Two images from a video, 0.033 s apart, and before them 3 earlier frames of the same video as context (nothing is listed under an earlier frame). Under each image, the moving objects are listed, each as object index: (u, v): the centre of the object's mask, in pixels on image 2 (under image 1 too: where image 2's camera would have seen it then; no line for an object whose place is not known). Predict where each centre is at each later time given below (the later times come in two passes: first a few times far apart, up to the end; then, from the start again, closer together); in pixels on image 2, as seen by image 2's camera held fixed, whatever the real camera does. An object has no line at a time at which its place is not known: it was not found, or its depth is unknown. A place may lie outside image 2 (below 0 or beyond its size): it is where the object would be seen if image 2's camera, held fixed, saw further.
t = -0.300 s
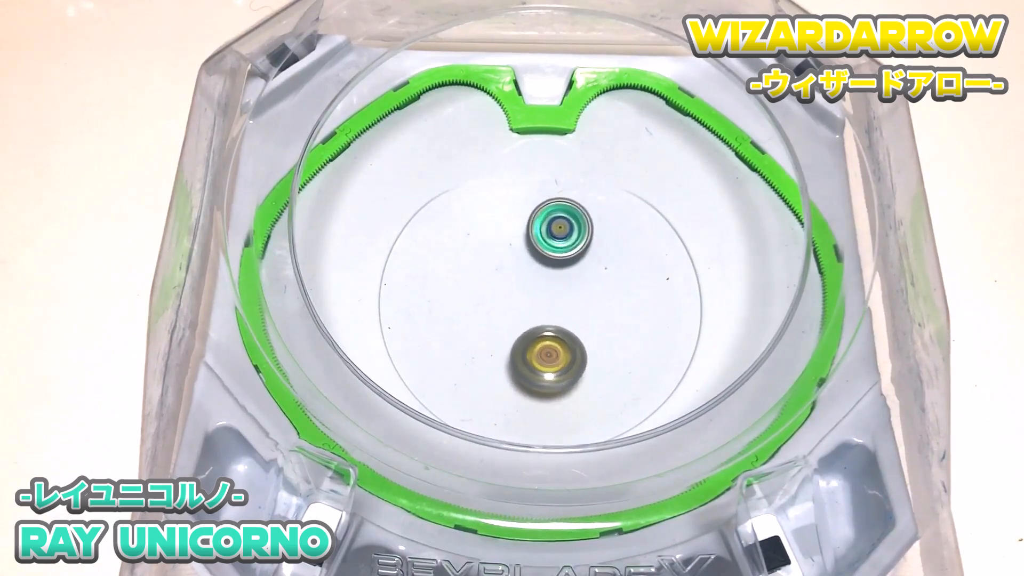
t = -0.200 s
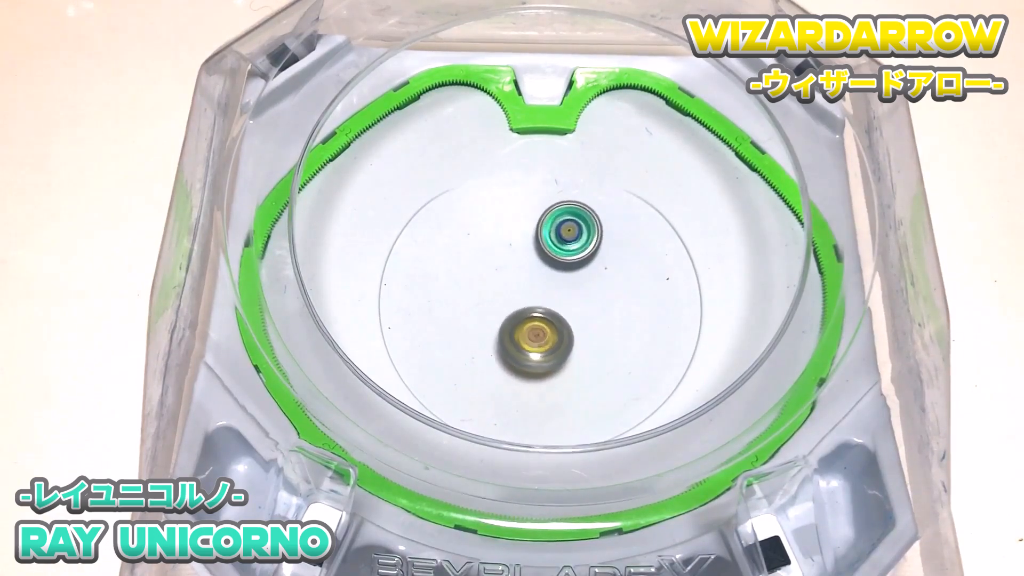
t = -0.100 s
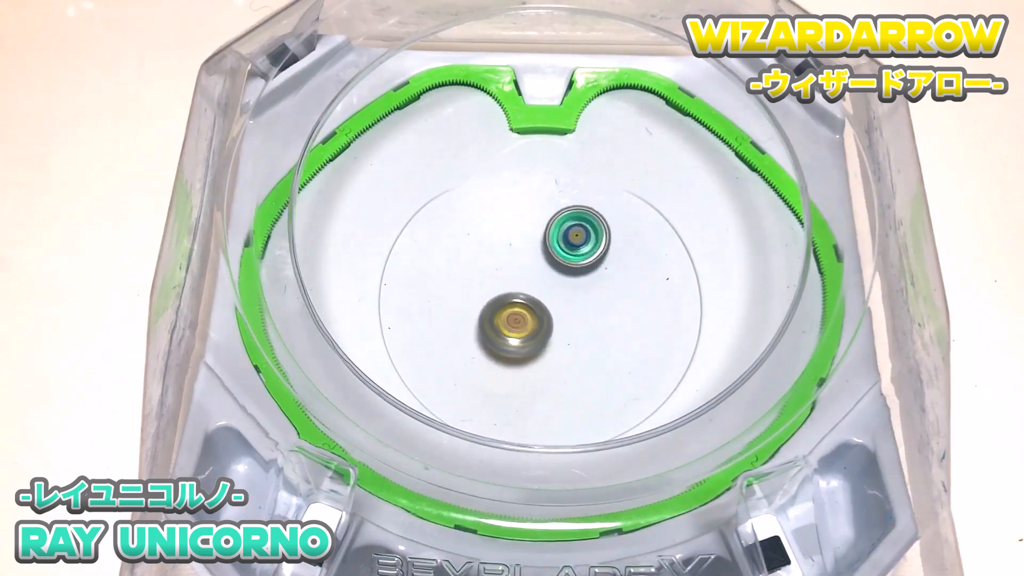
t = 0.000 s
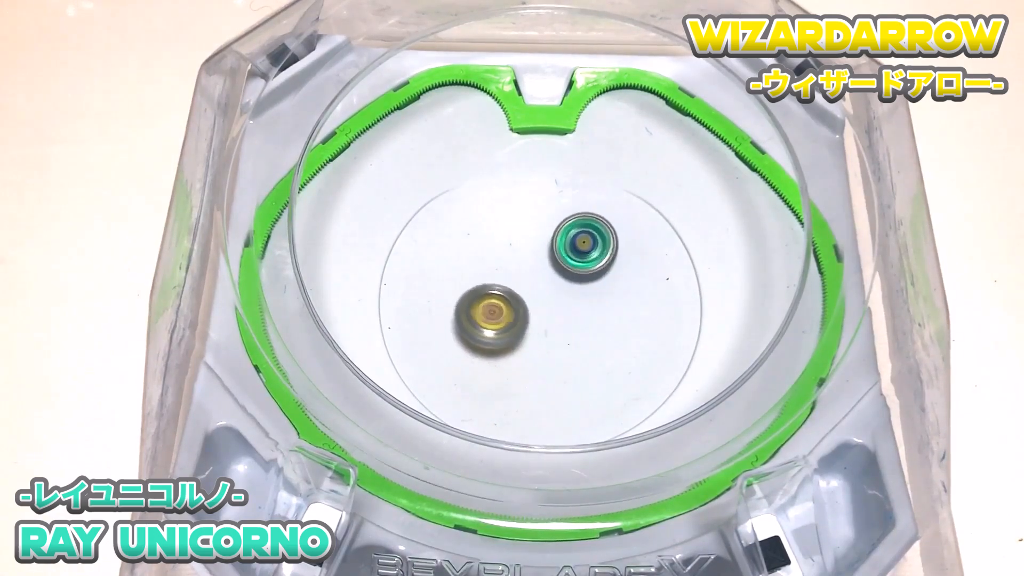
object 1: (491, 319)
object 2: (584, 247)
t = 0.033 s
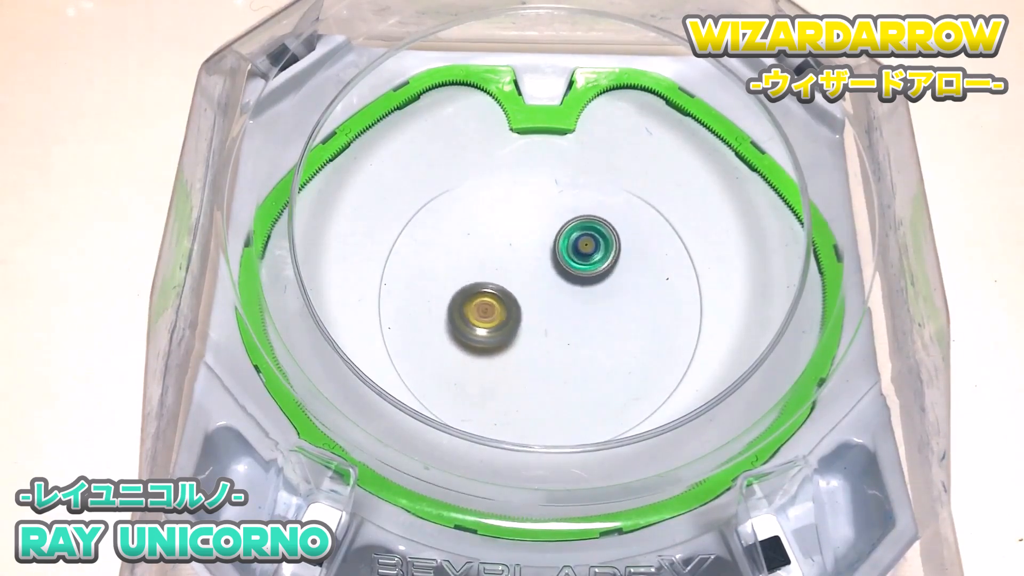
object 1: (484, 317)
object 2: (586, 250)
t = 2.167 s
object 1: (602, 272)
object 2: (479, 316)
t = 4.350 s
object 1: (495, 266)
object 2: (607, 312)
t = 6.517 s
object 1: (556, 336)
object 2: (508, 251)
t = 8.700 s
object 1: (573, 254)
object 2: (526, 352)
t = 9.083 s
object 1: (590, 287)
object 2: (491, 329)
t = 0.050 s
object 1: (480, 316)
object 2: (587, 251)
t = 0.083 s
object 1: (474, 316)
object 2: (589, 254)
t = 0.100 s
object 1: (471, 315)
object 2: (591, 255)
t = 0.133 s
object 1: (465, 315)
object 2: (593, 258)
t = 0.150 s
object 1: (463, 316)
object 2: (594, 260)
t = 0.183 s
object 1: (458, 316)
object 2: (597, 263)
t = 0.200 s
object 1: (456, 316)
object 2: (598, 265)
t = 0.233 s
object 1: (453, 317)
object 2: (600, 269)
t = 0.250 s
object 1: (452, 317)
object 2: (601, 271)
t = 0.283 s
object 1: (451, 317)
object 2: (603, 274)
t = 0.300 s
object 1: (451, 317)
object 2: (603, 276)
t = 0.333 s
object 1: (451, 318)
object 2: (605, 280)
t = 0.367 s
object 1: (452, 319)
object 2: (607, 284)
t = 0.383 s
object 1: (454, 319)
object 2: (608, 286)
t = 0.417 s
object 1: (457, 318)
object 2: (610, 290)
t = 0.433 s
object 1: (458, 318)
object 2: (611, 292)
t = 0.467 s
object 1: (463, 316)
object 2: (612, 295)
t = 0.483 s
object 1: (465, 314)
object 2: (612, 297)
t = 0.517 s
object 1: (470, 311)
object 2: (613, 301)
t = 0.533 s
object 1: (473, 310)
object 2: (613, 302)
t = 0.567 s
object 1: (478, 305)
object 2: (613, 306)
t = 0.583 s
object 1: (481, 302)
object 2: (613, 308)
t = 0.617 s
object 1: (486, 297)
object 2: (613, 311)
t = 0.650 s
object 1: (490, 291)
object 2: (613, 315)
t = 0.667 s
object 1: (492, 288)
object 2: (613, 316)
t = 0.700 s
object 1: (495, 281)
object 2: (612, 320)
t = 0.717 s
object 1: (497, 278)
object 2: (612, 322)
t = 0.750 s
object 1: (500, 271)
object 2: (611, 325)
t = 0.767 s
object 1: (501, 268)
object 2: (610, 327)
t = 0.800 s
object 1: (504, 261)
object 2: (609, 330)
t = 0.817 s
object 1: (506, 258)
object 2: (608, 331)
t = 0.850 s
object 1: (507, 254)
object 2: (606, 334)
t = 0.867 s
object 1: (508, 250)
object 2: (605, 335)
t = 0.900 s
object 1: (509, 245)
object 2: (603, 338)
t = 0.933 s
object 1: (509, 240)
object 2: (601, 340)
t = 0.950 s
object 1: (510, 238)
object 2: (600, 342)
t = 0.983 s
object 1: (510, 234)
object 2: (598, 344)
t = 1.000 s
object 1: (510, 233)
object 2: (596, 345)
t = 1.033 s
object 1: (511, 230)
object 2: (594, 348)
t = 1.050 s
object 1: (511, 229)
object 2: (592, 349)
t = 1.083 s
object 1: (511, 227)
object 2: (590, 351)
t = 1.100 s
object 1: (512, 226)
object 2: (588, 352)
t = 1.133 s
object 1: (513, 225)
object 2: (585, 353)
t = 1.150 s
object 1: (513, 225)
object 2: (583, 354)
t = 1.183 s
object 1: (514, 225)
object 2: (580, 355)
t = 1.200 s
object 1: (515, 224)
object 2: (578, 356)
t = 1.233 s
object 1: (517, 225)
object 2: (574, 357)
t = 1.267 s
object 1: (518, 226)
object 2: (571, 358)
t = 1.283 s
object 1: (519, 226)
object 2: (569, 359)
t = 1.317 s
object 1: (522, 227)
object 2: (565, 360)
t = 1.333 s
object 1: (524, 227)
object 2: (563, 360)
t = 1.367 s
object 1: (528, 228)
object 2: (559, 360)
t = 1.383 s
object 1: (530, 228)
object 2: (557, 360)
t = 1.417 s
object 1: (535, 228)
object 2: (553, 360)
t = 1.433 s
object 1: (537, 230)
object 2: (551, 361)
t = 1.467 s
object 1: (543, 229)
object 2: (547, 360)
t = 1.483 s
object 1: (545, 229)
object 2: (545, 360)
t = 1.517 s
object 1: (550, 230)
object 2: (541, 360)
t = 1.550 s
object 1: (553, 232)
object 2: (537, 359)
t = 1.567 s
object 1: (555, 232)
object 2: (535, 359)
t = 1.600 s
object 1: (558, 234)
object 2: (531, 358)
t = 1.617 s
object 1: (560, 234)
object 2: (529, 357)
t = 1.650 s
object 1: (564, 235)
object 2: (525, 356)
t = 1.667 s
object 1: (565, 237)
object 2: (523, 355)
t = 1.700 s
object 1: (569, 237)
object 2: (520, 354)
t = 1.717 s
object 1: (570, 238)
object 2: (518, 353)
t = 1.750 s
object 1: (574, 239)
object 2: (514, 351)
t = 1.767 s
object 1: (576, 240)
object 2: (512, 350)
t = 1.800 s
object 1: (579, 242)
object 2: (509, 348)
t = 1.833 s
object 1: (582, 244)
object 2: (505, 346)
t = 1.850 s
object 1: (583, 245)
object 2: (504, 345)
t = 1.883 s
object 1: (586, 248)
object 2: (500, 342)
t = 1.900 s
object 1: (587, 249)
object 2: (499, 341)
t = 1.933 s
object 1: (590, 252)
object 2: (496, 339)
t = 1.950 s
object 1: (591, 253)
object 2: (494, 337)
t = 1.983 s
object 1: (593, 256)
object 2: (491, 334)
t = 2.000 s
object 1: (595, 257)
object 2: (490, 332)
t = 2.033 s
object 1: (597, 260)
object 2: (487, 329)
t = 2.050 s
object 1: (598, 261)
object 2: (486, 328)
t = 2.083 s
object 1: (599, 265)
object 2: (484, 324)
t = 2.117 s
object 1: (601, 268)
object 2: (482, 321)
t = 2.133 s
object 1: (601, 269)
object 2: (481, 320)
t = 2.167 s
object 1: (602, 272)
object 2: (479, 316)
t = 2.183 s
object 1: (603, 274)
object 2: (478, 315)
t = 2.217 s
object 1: (605, 277)
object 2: (477, 311)
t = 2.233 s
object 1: (606, 279)
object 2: (476, 310)
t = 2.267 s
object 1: (607, 282)
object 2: (475, 306)
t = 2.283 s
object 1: (608, 283)
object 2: (474, 304)
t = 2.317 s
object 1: (608, 287)
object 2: (474, 301)
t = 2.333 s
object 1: (609, 288)
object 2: (473, 299)
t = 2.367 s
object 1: (610, 291)
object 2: (473, 296)
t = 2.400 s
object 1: (610, 295)
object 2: (473, 293)
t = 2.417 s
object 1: (610, 296)
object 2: (473, 291)
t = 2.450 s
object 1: (610, 299)
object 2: (473, 288)
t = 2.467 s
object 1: (610, 301)
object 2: (474, 286)
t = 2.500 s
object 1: (609, 304)
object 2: (474, 283)
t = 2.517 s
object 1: (609, 306)
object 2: (475, 282)
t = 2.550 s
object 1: (609, 308)
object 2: (476, 279)
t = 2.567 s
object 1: (608, 310)
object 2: (476, 277)
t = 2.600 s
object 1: (607, 312)
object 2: (478, 274)
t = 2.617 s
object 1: (606, 314)
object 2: (478, 272)
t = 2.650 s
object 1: (604, 317)
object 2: (480, 269)
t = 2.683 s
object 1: (602, 320)
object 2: (482, 267)
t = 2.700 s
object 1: (601, 321)
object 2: (483, 265)
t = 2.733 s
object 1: (599, 324)
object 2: (485, 262)
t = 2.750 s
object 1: (598, 324)
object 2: (486, 261)
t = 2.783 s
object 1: (595, 328)
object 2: (489, 259)
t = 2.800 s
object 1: (594, 328)
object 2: (490, 257)
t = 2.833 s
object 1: (590, 330)
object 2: (493, 255)
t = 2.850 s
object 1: (589, 331)
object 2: (494, 254)
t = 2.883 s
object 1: (585, 334)
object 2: (497, 252)
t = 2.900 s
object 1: (583, 334)
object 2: (498, 251)
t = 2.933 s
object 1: (580, 336)
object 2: (501, 249)
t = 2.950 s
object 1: (578, 337)
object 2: (503, 248)
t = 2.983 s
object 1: (574, 339)
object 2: (506, 247)
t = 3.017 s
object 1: (570, 341)
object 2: (510, 245)
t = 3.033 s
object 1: (568, 342)
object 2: (512, 244)
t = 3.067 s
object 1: (564, 343)
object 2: (516, 243)
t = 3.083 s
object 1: (561, 345)
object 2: (518, 242)
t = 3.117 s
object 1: (557, 346)
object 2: (522, 240)
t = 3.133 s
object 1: (555, 347)
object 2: (524, 240)
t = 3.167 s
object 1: (551, 348)
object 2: (528, 239)
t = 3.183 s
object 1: (549, 349)
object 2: (530, 238)
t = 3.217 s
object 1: (545, 350)
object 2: (534, 237)
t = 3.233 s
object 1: (543, 350)
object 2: (536, 236)
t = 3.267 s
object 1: (540, 351)
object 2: (540, 236)
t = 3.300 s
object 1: (536, 351)
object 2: (543, 235)
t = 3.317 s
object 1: (534, 352)
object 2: (545, 235)
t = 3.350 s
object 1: (531, 351)
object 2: (549, 235)
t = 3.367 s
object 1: (529, 351)
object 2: (551, 235)
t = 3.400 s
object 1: (527, 350)
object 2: (554, 235)
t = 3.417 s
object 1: (525, 349)
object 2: (556, 236)
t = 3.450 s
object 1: (523, 347)
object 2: (559, 237)
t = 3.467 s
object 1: (522, 347)
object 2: (561, 238)
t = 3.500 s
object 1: (519, 345)
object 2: (564, 239)
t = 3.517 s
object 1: (518, 344)
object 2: (565, 239)
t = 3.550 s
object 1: (515, 341)
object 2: (568, 241)
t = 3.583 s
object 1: (513, 339)
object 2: (571, 242)
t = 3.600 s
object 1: (513, 337)
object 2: (573, 243)
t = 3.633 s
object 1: (511, 336)
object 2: (575, 245)
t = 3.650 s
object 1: (510, 334)
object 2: (577, 246)
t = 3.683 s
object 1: (509, 332)
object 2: (580, 248)
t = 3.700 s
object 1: (509, 330)
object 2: (581, 249)
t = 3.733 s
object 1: (507, 326)
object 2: (584, 251)
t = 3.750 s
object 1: (507, 325)
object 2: (585, 252)
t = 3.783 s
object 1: (506, 321)
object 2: (587, 255)
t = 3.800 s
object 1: (505, 320)
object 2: (588, 256)
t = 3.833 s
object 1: (504, 316)
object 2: (591, 259)
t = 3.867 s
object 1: (503, 312)
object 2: (593, 262)
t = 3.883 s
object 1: (502, 310)
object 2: (594, 263)
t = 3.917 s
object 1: (500, 306)
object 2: (596, 266)
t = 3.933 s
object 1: (499, 303)
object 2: (597, 268)
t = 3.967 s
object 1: (496, 299)
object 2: (599, 271)
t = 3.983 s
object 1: (494, 297)
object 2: (599, 273)
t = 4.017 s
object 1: (492, 291)
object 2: (601, 277)
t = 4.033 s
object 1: (491, 289)
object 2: (601, 278)
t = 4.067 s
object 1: (490, 285)
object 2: (603, 282)
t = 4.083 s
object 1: (489, 283)
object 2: (603, 284)
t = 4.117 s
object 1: (488, 280)
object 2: (605, 287)
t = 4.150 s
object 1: (488, 278)
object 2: (606, 290)
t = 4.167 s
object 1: (488, 277)
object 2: (606, 292)
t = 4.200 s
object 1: (488, 275)
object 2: (607, 295)
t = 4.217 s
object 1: (489, 274)
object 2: (607, 297)
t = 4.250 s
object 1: (490, 273)
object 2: (607, 301)
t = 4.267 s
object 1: (491, 272)
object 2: (607, 302)
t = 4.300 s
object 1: (492, 270)
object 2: (607, 306)
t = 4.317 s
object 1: (493, 269)
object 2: (607, 308)
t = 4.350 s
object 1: (495, 266)
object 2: (607, 312)
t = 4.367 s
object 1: (496, 265)
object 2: (606, 313)
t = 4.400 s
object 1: (497, 262)
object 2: (605, 317)
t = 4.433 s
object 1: (499, 259)
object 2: (605, 320)
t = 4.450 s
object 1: (500, 257)
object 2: (604, 322)
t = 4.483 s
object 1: (502, 254)
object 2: (602, 325)
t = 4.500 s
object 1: (502, 253)
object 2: (602, 326)
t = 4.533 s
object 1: (504, 250)
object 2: (600, 330)
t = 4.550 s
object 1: (505, 248)
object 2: (599, 331)
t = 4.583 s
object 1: (506, 246)
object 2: (597, 334)
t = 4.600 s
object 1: (508, 244)
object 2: (596, 335)
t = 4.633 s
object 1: (509, 241)
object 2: (594, 338)
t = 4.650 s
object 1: (510, 240)
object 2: (593, 339)
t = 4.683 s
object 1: (512, 238)
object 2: (590, 342)
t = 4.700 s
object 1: (513, 237)
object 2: (589, 343)
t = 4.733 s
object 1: (515, 236)
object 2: (586, 345)
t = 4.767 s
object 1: (517, 234)
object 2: (583, 347)
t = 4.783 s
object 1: (518, 233)
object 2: (581, 348)
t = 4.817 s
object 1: (520, 232)
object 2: (578, 349)
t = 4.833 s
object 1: (521, 232)
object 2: (576, 350)
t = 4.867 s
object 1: (524, 232)
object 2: (573, 351)
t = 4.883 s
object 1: (525, 232)
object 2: (571, 352)
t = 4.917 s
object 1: (527, 232)
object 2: (567, 353)
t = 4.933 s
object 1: (529, 232)
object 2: (566, 353)
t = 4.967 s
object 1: (532, 232)
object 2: (562, 354)
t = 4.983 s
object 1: (533, 232)
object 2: (560, 354)
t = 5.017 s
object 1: (536, 233)
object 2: (556, 355)
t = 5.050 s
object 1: (540, 234)
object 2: (551, 355)
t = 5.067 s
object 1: (541, 234)
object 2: (549, 355)
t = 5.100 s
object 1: (544, 236)
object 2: (545, 355)
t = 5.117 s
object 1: (546, 237)
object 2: (543, 355)
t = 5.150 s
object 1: (549, 238)
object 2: (539, 355)
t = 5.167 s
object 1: (551, 239)
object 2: (537, 355)
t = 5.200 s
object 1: (554, 242)
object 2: (532, 354)
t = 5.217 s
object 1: (556, 243)
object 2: (530, 354)
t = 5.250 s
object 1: (559, 245)
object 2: (526, 353)
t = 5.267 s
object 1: (561, 246)
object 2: (524, 353)
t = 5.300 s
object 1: (565, 247)
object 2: (520, 352)
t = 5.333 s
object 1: (568, 249)
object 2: (516, 351)
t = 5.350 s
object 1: (570, 251)
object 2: (514, 350)
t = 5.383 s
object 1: (573, 253)
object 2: (511, 348)
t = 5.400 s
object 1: (573, 254)
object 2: (509, 348)
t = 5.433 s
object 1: (577, 256)
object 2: (506, 346)
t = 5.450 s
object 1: (578, 257)
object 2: (504, 345)
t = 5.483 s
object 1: (581, 260)
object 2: (501, 342)
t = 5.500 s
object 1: (582, 262)
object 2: (499, 341)
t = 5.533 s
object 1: (585, 264)
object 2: (496, 339)
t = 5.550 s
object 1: (587, 265)
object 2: (495, 338)
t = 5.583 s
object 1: (589, 268)
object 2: (492, 335)
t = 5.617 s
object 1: (592, 270)
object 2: (490, 333)
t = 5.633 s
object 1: (593, 272)
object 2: (489, 331)
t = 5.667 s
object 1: (595, 274)
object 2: (487, 329)
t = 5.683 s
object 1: (596, 275)
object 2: (486, 327)
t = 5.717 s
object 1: (598, 278)
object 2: (484, 324)
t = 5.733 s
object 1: (599, 279)
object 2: (483, 323)
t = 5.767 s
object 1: (600, 282)
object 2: (481, 320)
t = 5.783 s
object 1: (601, 283)
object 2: (481, 318)
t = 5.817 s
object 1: (602, 285)
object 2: (480, 315)
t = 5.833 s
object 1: (602, 287)
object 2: (479, 313)
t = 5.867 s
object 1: (603, 290)
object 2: (478, 310)
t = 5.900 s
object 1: (603, 292)
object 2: (478, 307)
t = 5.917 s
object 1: (602, 294)
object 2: (478, 305)
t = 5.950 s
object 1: (602, 296)
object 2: (478, 302)
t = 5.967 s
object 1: (602, 298)
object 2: (478, 300)
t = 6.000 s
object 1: (601, 301)
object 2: (478, 297)
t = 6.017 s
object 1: (600, 302)
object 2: (478, 295)
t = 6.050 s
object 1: (598, 305)
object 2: (478, 291)
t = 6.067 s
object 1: (598, 306)
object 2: (479, 290)
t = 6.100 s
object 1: (596, 309)
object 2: (480, 287)
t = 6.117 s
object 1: (595, 310)
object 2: (480, 285)
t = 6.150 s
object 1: (593, 312)
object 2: (482, 282)
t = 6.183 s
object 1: (590, 315)
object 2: (483, 279)
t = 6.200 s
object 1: (589, 316)
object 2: (484, 277)
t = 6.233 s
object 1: (586, 319)
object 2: (486, 274)
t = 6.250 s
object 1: (584, 321)
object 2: (487, 272)
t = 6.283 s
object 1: (581, 323)
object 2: (489, 269)
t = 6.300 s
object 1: (580, 324)
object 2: (490, 268)
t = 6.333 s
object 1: (576, 326)
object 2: (493, 265)
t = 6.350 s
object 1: (574, 328)
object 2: (494, 263)
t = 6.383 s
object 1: (570, 330)
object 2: (496, 260)
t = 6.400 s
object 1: (569, 331)
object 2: (498, 259)
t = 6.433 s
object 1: (565, 333)
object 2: (500, 256)
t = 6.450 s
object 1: (563, 334)
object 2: (502, 255)
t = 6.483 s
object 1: (559, 335)
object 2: (505, 253)
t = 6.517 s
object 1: (556, 336)
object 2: (508, 251)
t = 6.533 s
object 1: (554, 337)
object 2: (510, 250)
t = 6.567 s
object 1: (550, 338)
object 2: (513, 248)
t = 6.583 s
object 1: (548, 339)
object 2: (515, 247)
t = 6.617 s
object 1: (544, 341)
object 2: (518, 245)
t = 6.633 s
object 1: (543, 341)
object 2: (520, 244)
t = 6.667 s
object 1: (539, 343)
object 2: (523, 242)
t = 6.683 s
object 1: (538, 344)
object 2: (525, 242)
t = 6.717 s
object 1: (535, 344)
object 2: (529, 240)
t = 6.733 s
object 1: (534, 345)
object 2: (531, 240)
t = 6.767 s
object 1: (532, 346)
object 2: (535, 239)
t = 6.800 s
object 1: (529, 346)
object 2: (538, 238)
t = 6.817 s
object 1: (528, 346)
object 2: (540, 238)
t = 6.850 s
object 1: (525, 346)
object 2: (544, 238)
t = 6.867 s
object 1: (524, 346)
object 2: (545, 237)
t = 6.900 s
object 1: (522, 345)
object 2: (549, 237)
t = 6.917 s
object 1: (522, 344)
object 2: (551, 237)
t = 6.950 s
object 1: (520, 343)
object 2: (554, 238)
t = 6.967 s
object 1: (519, 342)
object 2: (556, 238)
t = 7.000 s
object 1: (517, 340)
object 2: (559, 239)
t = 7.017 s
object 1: (516, 339)
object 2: (560, 239)
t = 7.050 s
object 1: (515, 335)
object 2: (563, 241)
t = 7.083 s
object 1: (513, 333)
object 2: (566, 243)
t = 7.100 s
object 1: (512, 331)
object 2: (567, 244)
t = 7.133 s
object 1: (510, 328)
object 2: (569, 246)
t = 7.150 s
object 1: (509, 327)
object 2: (571, 247)
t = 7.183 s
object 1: (508, 323)
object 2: (573, 249)
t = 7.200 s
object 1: (507, 321)
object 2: (575, 250)
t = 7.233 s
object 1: (505, 317)
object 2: (578, 252)
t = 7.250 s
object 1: (504, 315)
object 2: (579, 254)
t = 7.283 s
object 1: (502, 312)
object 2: (582, 256)
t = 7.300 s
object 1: (501, 309)
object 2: (583, 257)
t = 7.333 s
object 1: (500, 305)
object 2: (585, 260)
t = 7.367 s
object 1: (498, 302)
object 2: (588, 264)
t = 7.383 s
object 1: (497, 299)
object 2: (589, 265)
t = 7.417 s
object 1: (496, 295)
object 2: (591, 268)
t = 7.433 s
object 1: (495, 293)
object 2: (592, 270)
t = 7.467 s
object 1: (493, 290)
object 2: (594, 273)
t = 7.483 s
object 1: (493, 288)
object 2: (595, 275)
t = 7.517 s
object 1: (492, 284)
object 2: (597, 278)
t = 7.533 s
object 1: (492, 283)
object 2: (598, 280)
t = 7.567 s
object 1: (491, 280)
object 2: (600, 283)
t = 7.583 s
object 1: (491, 278)
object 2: (601, 285)
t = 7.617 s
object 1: (492, 275)
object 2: (602, 289)
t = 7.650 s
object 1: (492, 272)
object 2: (603, 292)
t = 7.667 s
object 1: (492, 270)
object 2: (603, 294)
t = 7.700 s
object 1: (493, 268)
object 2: (604, 297)
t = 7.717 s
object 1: (494, 267)
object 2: (604, 299)
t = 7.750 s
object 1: (495, 264)
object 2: (605, 303)
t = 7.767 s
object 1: (496, 263)
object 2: (605, 304)
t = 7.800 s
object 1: (498, 261)
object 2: (604, 308)
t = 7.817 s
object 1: (499, 260)
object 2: (604, 310)
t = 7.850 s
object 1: (501, 259)
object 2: (604, 313)
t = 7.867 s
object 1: (502, 258)
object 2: (603, 315)
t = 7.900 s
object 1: (504, 257)
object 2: (602, 318)
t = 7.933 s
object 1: (507, 256)
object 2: (601, 321)
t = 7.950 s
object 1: (508, 255)
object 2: (600, 322)
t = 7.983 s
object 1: (511, 253)
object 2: (599, 325)
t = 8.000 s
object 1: (513, 252)
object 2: (598, 327)
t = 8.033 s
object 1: (516, 251)
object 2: (596, 330)
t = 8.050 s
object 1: (517, 251)
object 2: (595, 331)
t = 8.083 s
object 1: (520, 250)
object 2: (593, 334)
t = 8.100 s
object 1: (522, 249)
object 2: (591, 335)
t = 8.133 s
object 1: (525, 248)
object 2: (589, 338)
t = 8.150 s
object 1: (527, 247)
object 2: (587, 339)
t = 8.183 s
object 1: (530, 246)
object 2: (585, 341)
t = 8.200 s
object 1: (531, 246)
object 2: (583, 342)
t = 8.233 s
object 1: (534, 245)
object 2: (580, 344)
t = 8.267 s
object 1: (537, 245)
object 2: (577, 346)
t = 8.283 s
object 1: (539, 245)
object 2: (575, 347)
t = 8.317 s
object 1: (542, 243)
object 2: (572, 349)
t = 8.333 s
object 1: (543, 244)
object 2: (570, 350)
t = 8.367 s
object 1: (546, 244)
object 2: (566, 351)
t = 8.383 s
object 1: (547, 244)
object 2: (564, 352)
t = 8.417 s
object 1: (550, 245)
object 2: (560, 353)
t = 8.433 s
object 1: (551, 245)
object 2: (558, 353)
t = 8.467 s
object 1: (554, 246)
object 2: (554, 353)
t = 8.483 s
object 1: (556, 245)
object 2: (553, 354)
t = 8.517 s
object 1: (559, 246)
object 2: (549, 354)
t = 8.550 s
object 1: (561, 248)
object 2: (544, 354)
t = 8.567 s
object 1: (563, 248)
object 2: (542, 354)
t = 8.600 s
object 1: (566, 249)
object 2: (538, 354)
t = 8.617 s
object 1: (567, 250)
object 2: (536, 354)
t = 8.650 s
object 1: (569, 252)
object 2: (532, 353)
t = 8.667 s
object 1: (570, 253)
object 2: (530, 353)
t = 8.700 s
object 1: (573, 254)
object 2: (526, 352)
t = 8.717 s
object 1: (573, 256)
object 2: (524, 352)
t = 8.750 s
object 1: (575, 258)
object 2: (520, 351)
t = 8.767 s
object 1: (575, 260)
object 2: (519, 350)
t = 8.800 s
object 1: (577, 262)
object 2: (515, 349)
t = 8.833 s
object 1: (578, 265)
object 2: (512, 347)
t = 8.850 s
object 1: (579, 267)
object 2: (510, 346)
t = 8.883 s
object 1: (581, 269)
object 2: (506, 344)
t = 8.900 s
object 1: (583, 270)
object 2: (505, 343)
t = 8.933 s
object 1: (584, 273)
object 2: (502, 341)
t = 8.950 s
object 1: (585, 275)
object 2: (501, 340)
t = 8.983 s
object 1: (586, 278)
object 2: (498, 337)
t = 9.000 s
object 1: (586, 280)
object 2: (497, 336)
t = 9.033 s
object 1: (588, 282)
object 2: (495, 333)
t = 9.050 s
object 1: (589, 284)
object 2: (493, 332)
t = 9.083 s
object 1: (590, 287)
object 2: (491, 329)
